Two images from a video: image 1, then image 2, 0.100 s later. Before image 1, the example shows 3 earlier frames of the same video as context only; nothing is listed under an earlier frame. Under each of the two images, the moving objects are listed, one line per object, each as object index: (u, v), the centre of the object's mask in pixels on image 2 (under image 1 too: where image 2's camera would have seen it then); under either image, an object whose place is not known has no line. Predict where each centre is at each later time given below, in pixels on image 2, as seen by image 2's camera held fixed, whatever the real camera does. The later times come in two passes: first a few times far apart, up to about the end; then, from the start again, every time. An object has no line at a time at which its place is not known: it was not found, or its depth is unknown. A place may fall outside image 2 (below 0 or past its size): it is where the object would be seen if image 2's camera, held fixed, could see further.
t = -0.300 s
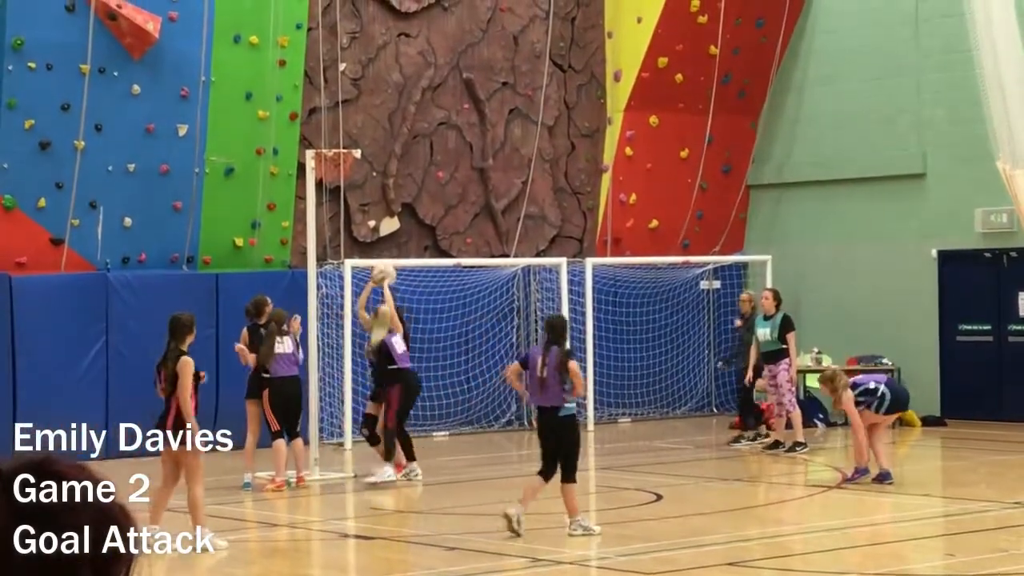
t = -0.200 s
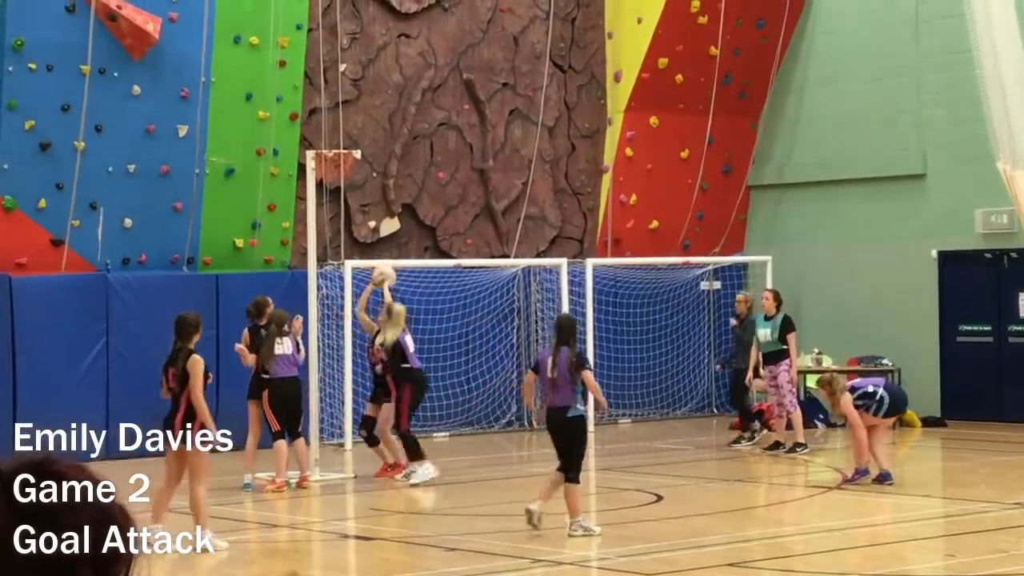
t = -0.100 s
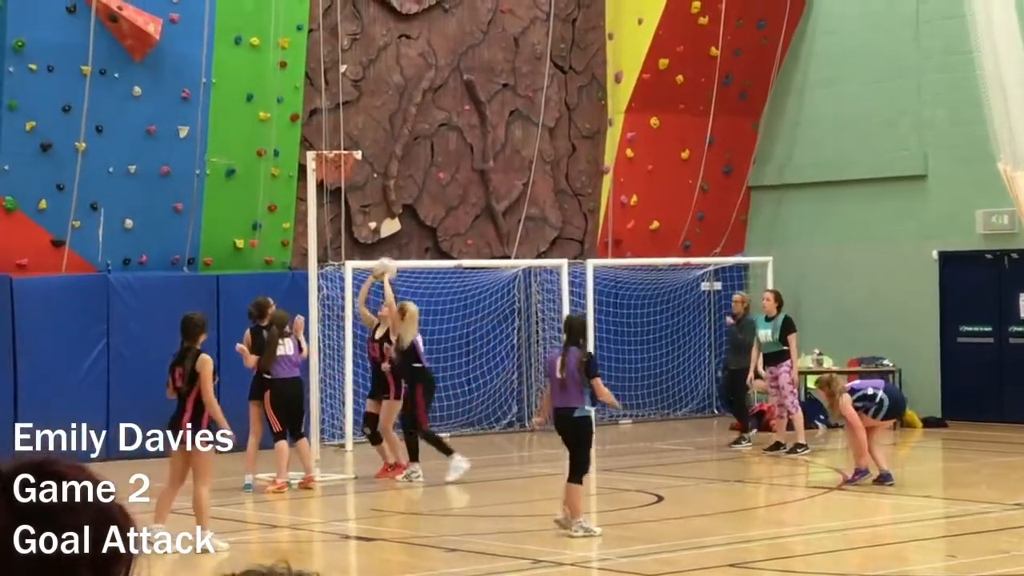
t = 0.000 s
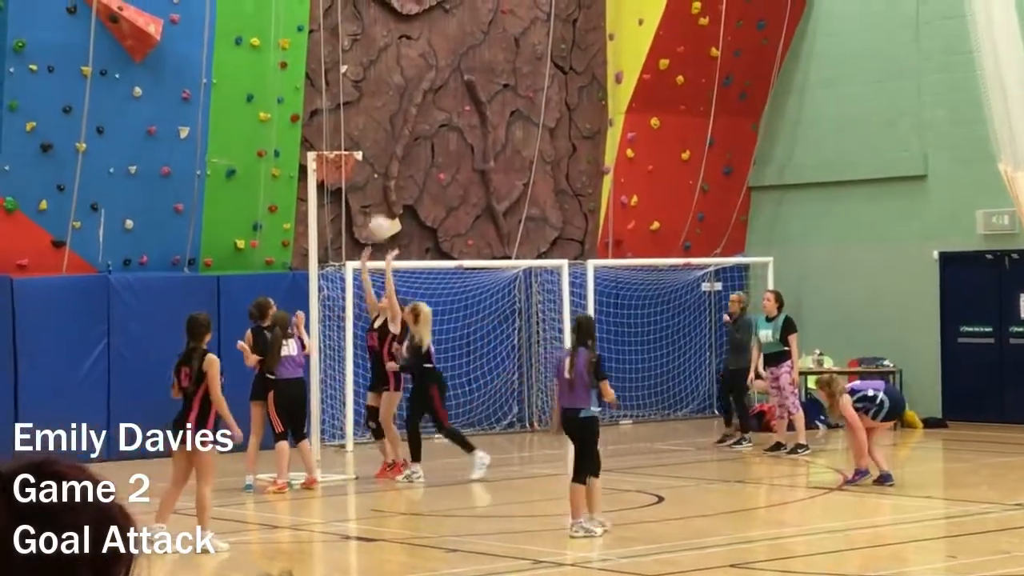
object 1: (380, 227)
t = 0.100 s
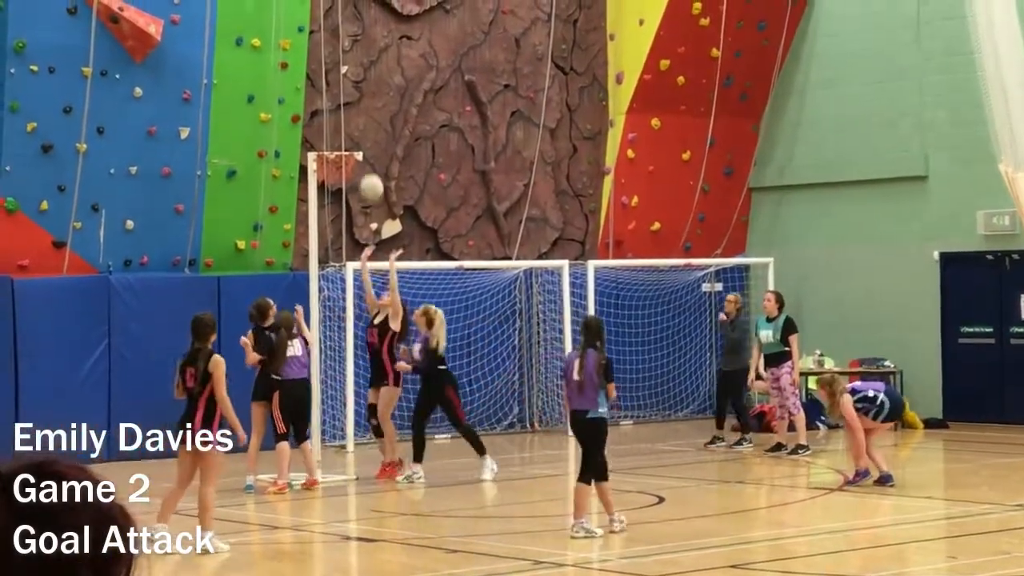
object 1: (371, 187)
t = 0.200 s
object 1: (363, 154)
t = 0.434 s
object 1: (345, 119)
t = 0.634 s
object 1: (329, 134)
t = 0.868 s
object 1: (343, 159)
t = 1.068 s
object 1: (342, 183)
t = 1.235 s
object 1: (338, 233)
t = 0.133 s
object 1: (369, 175)
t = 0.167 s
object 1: (366, 165)
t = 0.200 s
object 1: (363, 154)
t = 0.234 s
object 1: (360, 146)
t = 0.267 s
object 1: (357, 139)
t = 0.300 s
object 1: (355, 132)
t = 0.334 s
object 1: (352, 127)
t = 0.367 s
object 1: (350, 124)
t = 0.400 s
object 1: (347, 121)
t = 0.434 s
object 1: (345, 119)
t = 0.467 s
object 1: (342, 119)
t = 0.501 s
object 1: (340, 120)
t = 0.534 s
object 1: (337, 122)
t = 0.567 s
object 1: (334, 125)
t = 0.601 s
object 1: (331, 128)
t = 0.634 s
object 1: (329, 134)
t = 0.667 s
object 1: (326, 140)
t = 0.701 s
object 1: (326, 143)
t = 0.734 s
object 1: (330, 143)
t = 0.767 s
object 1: (334, 144)
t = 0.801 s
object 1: (337, 146)
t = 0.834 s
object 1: (341, 154)
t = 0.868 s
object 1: (343, 159)
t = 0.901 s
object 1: (343, 160)
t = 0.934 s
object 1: (343, 163)
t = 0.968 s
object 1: (343, 166)
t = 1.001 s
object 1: (343, 170)
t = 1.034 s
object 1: (342, 176)
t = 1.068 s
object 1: (342, 183)
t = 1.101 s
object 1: (340, 191)
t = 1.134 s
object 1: (340, 199)
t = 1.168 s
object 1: (339, 210)
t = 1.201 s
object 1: (338, 221)
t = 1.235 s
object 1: (338, 233)
